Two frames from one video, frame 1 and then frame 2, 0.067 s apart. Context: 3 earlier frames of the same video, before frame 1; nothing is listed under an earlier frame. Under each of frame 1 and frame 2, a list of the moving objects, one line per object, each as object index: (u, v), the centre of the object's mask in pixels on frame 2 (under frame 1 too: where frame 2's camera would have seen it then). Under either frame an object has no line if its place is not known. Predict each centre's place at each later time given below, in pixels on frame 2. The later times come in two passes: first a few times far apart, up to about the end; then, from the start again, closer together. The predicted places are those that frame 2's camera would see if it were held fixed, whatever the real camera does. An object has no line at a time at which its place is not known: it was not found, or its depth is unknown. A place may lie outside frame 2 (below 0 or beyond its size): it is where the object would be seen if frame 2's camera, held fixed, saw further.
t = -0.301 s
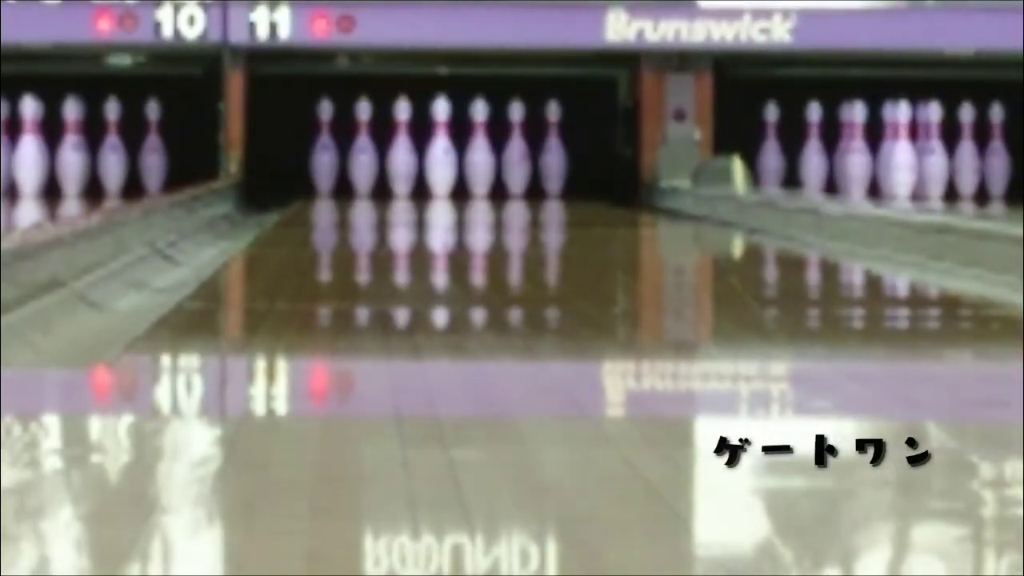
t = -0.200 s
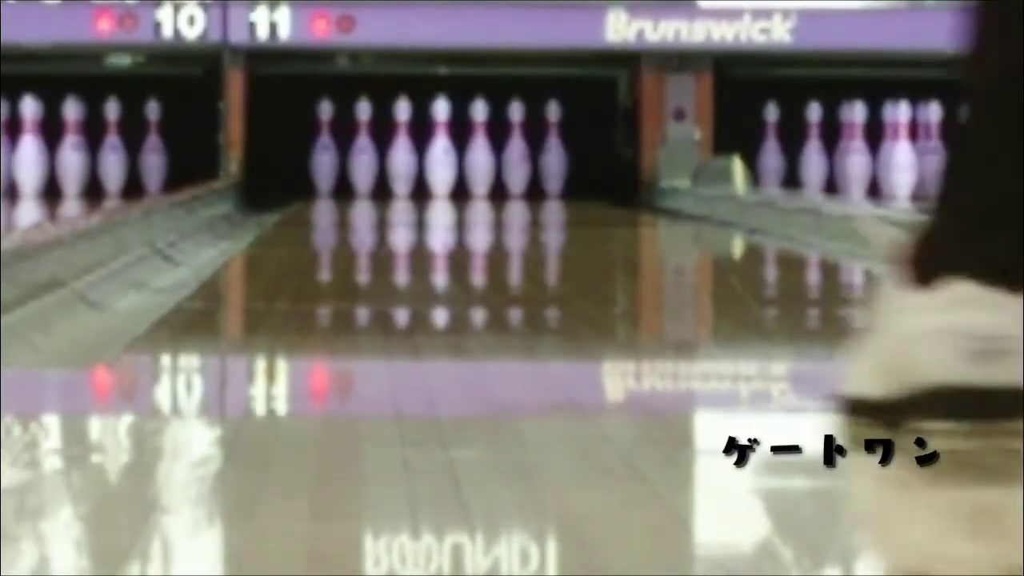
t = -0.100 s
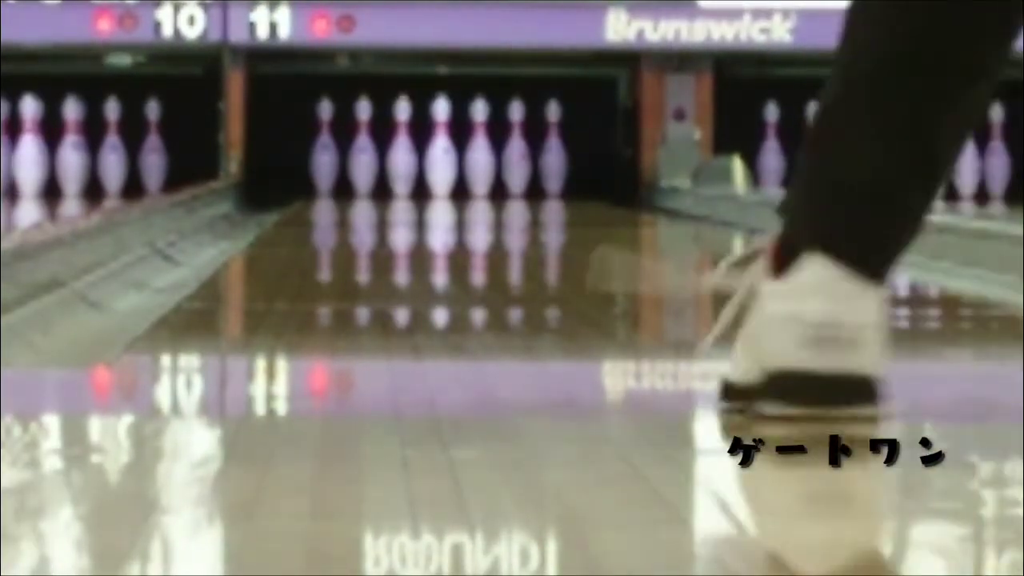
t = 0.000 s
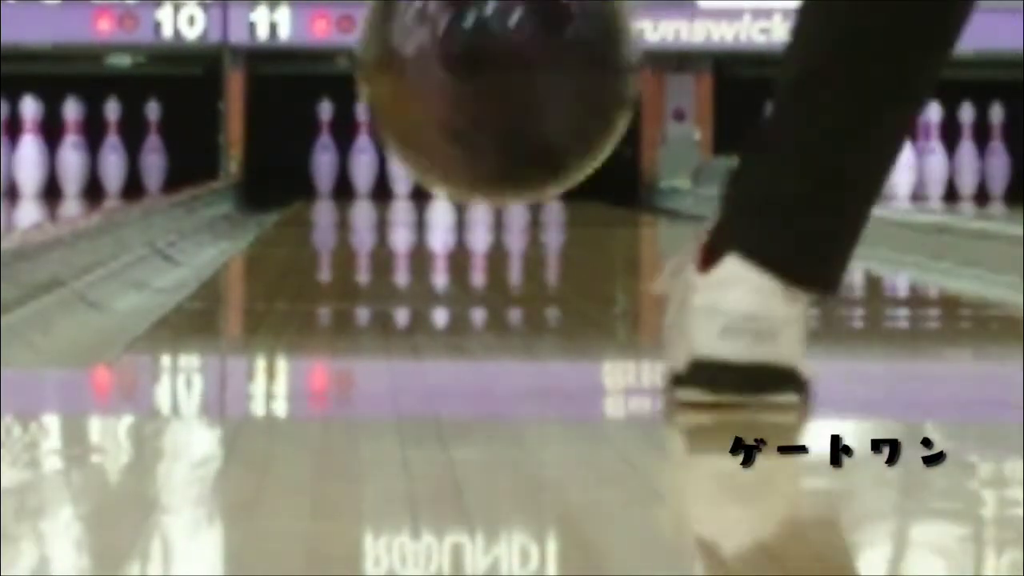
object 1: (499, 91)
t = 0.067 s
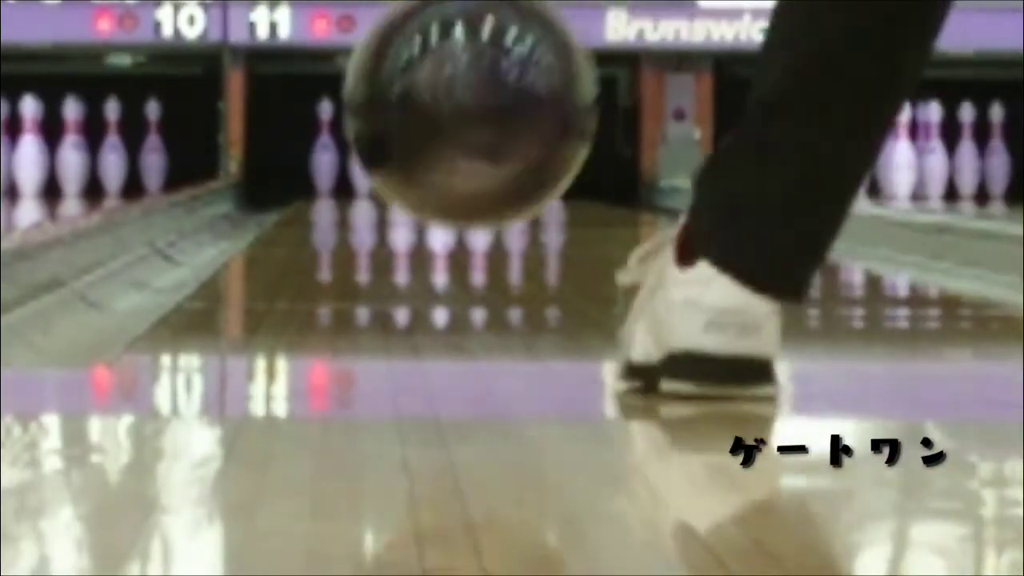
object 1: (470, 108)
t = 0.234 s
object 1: (422, 208)
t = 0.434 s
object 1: (393, 205)
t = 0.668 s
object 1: (373, 193)
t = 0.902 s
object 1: (363, 184)
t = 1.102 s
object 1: (360, 180)
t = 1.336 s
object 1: (357, 177)
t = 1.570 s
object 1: (360, 173)
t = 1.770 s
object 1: (367, 172)
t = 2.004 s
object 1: (393, 168)
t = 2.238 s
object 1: (421, 169)
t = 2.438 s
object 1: (416, 175)
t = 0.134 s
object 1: (448, 173)
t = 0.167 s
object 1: (438, 226)
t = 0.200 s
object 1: (430, 213)
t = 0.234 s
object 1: (422, 208)
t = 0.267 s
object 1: (416, 213)
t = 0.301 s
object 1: (410, 215)
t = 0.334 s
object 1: (404, 213)
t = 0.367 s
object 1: (400, 211)
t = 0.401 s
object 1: (395, 209)
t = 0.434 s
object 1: (393, 205)
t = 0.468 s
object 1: (389, 203)
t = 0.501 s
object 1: (385, 201)
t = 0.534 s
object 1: (382, 199)
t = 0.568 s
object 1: (380, 197)
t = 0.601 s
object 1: (378, 195)
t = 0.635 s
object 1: (375, 194)
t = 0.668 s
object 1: (373, 193)
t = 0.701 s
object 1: (371, 191)
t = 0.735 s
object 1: (370, 189)
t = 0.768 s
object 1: (369, 188)
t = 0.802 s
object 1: (367, 187)
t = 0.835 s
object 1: (366, 187)
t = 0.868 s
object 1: (363, 186)
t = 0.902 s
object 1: (363, 184)
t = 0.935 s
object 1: (361, 184)
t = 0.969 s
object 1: (361, 183)
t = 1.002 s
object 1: (360, 182)
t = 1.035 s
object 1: (359, 182)
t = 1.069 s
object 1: (359, 182)
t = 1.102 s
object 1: (360, 180)
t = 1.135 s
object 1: (358, 179)
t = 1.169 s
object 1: (357, 178)
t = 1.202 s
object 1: (358, 179)
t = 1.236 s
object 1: (357, 177)
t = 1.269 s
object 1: (357, 178)
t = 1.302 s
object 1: (357, 177)
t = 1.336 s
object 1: (357, 177)
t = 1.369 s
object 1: (358, 176)
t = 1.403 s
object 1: (358, 175)
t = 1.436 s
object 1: (359, 175)
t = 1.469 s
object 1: (358, 174)
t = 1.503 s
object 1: (358, 173)
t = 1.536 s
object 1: (358, 173)
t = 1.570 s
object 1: (360, 173)
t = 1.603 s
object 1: (361, 172)
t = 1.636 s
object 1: (361, 173)
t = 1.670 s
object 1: (362, 174)
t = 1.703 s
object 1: (363, 173)
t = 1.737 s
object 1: (366, 173)
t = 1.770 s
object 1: (367, 172)
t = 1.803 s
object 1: (370, 172)
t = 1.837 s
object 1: (373, 170)
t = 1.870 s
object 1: (376, 170)
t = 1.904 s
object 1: (378, 170)
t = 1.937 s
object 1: (383, 170)
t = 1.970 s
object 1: (388, 170)
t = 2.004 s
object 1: (393, 168)
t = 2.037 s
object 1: (394, 169)
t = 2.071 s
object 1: (397, 169)
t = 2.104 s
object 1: (401, 170)
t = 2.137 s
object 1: (411, 168)
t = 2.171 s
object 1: (414, 169)
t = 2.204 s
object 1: (416, 170)
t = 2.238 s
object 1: (421, 169)
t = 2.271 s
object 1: (419, 170)
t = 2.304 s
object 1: (419, 172)
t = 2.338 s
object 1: (422, 171)
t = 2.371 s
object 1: (421, 171)
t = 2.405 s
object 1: (417, 172)
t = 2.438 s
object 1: (416, 175)
